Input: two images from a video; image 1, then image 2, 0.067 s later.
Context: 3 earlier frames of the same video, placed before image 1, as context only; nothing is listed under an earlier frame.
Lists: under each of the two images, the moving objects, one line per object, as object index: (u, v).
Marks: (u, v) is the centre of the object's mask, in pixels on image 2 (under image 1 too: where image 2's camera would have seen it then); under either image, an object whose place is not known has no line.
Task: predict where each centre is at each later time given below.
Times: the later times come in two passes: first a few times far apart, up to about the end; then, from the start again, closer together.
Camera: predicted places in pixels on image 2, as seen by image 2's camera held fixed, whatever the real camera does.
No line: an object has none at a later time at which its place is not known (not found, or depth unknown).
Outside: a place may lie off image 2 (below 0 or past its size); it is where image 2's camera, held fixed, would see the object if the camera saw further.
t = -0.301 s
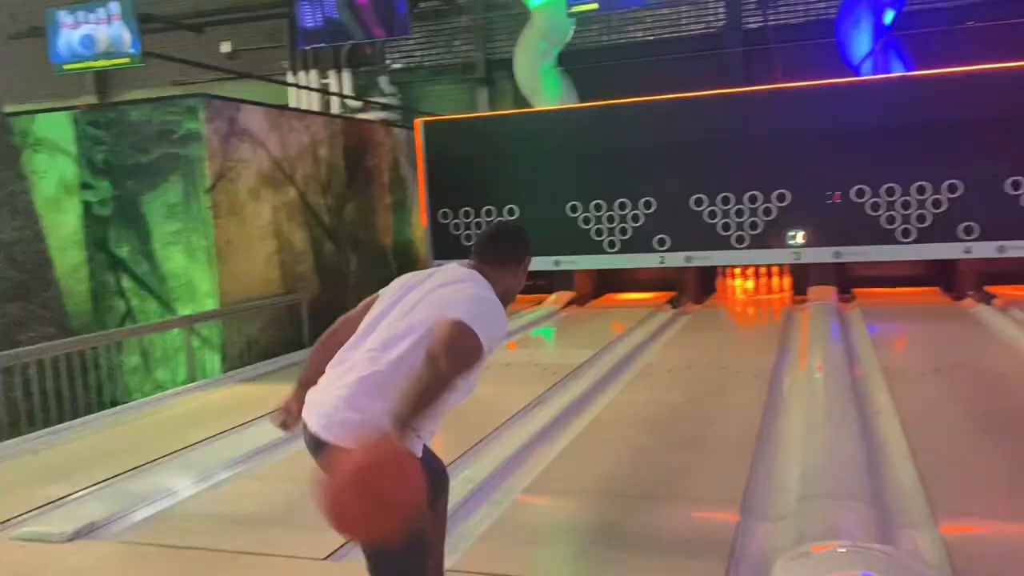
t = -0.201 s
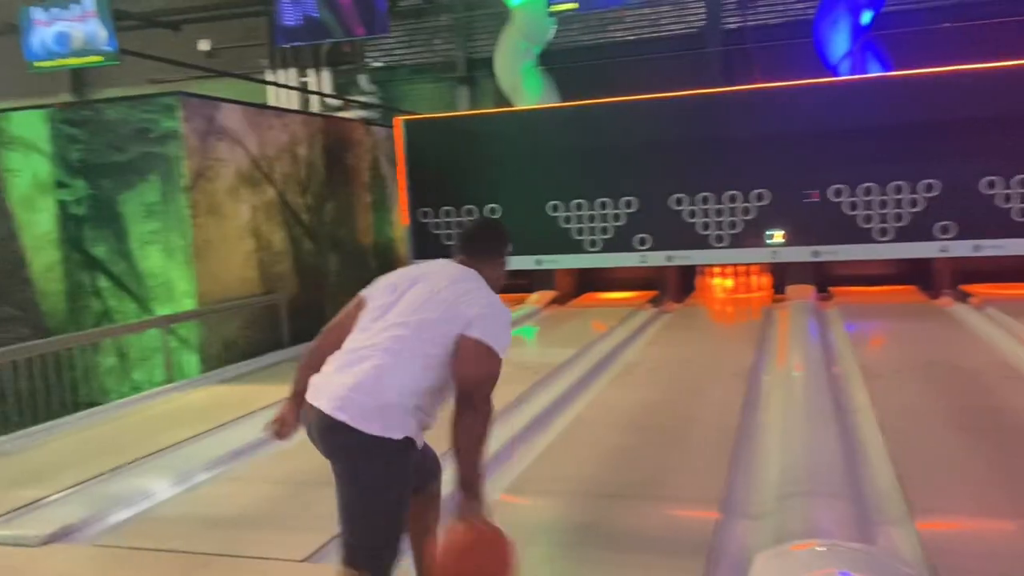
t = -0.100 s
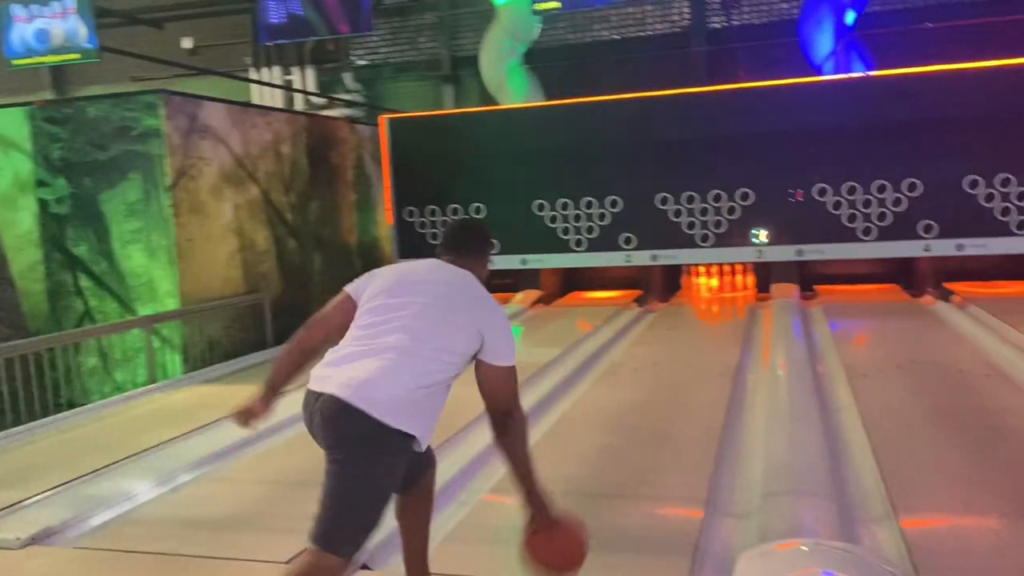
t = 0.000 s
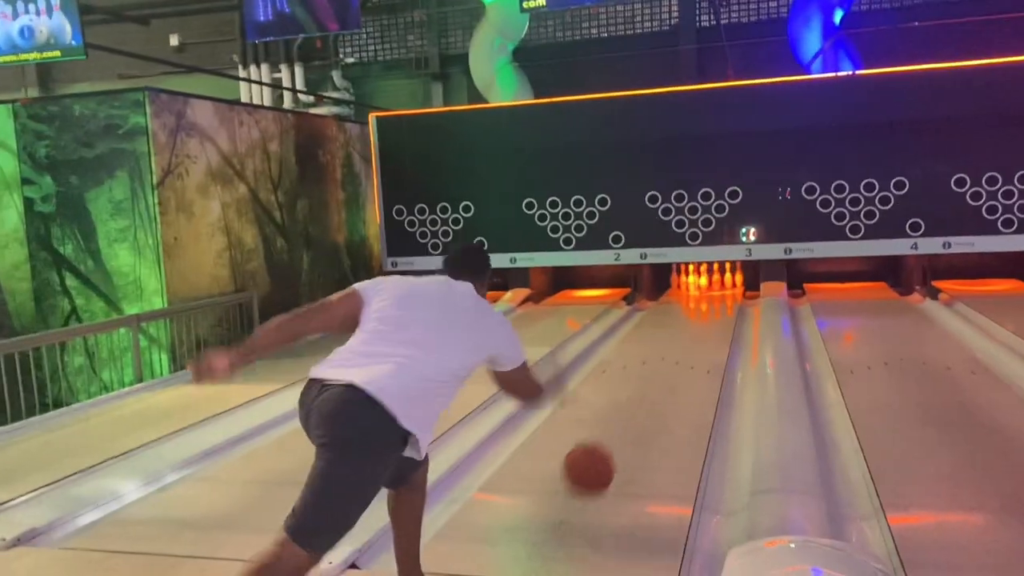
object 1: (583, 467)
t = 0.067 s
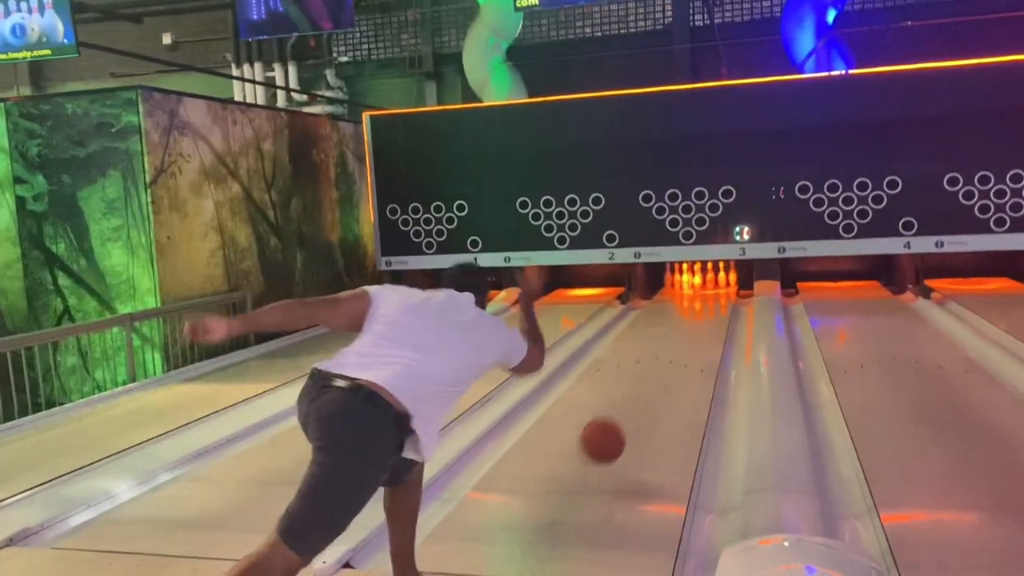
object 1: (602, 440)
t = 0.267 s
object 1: (639, 389)
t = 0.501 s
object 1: (661, 342)
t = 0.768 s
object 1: (675, 311)
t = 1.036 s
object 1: (684, 292)
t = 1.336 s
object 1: (679, 282)
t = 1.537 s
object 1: (675, 280)
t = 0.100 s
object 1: (610, 433)
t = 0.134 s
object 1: (618, 428)
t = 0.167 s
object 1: (624, 419)
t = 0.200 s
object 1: (630, 407)
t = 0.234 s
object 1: (634, 398)
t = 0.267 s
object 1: (639, 389)
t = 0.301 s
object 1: (643, 380)
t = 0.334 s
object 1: (646, 372)
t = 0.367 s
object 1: (650, 365)
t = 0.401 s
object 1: (653, 358)
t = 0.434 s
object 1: (656, 353)
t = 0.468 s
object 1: (658, 348)
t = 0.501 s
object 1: (661, 342)
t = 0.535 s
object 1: (663, 337)
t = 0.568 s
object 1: (665, 333)
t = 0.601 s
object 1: (667, 329)
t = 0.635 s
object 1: (668, 324)
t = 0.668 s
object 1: (670, 321)
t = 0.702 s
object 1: (672, 318)
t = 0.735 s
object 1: (673, 315)
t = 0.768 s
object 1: (675, 311)
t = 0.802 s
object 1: (676, 309)
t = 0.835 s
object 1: (677, 306)
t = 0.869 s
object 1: (678, 304)
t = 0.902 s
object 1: (679, 302)
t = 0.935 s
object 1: (681, 299)
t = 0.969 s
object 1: (682, 297)
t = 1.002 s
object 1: (683, 294)
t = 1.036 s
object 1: (684, 292)
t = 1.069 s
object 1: (685, 291)
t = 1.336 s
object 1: (679, 282)
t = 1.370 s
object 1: (679, 281)
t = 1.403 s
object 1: (678, 280)
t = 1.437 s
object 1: (678, 280)
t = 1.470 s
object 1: (676, 280)
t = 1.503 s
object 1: (675, 280)
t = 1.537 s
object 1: (675, 280)
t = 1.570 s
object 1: (675, 280)
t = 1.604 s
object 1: (675, 280)
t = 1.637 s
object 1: (675, 281)
